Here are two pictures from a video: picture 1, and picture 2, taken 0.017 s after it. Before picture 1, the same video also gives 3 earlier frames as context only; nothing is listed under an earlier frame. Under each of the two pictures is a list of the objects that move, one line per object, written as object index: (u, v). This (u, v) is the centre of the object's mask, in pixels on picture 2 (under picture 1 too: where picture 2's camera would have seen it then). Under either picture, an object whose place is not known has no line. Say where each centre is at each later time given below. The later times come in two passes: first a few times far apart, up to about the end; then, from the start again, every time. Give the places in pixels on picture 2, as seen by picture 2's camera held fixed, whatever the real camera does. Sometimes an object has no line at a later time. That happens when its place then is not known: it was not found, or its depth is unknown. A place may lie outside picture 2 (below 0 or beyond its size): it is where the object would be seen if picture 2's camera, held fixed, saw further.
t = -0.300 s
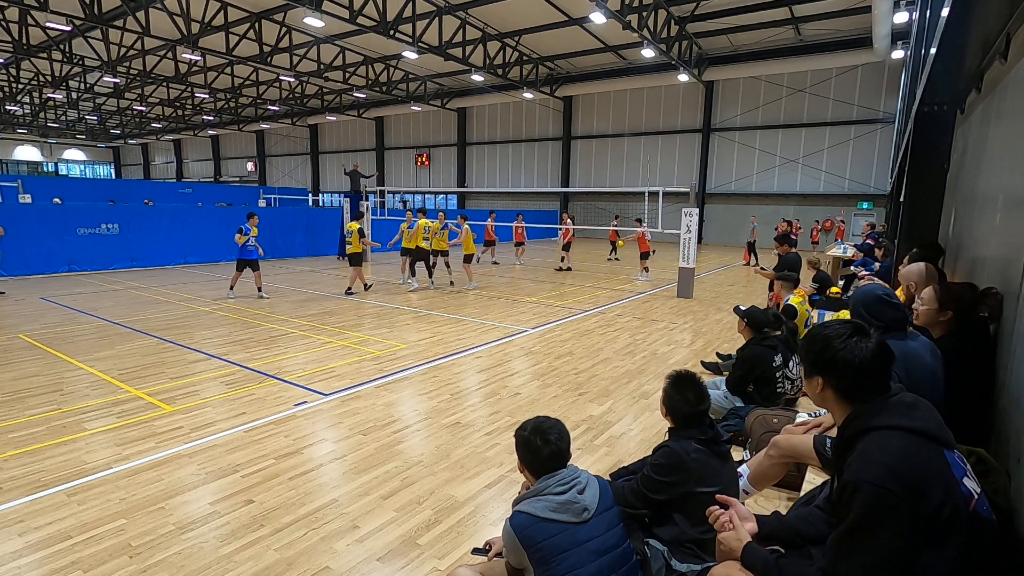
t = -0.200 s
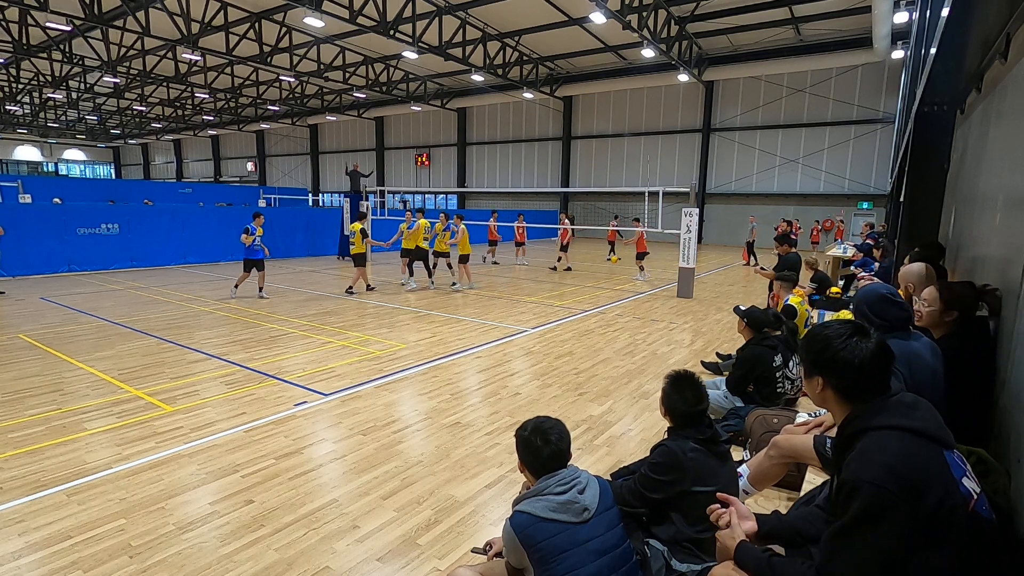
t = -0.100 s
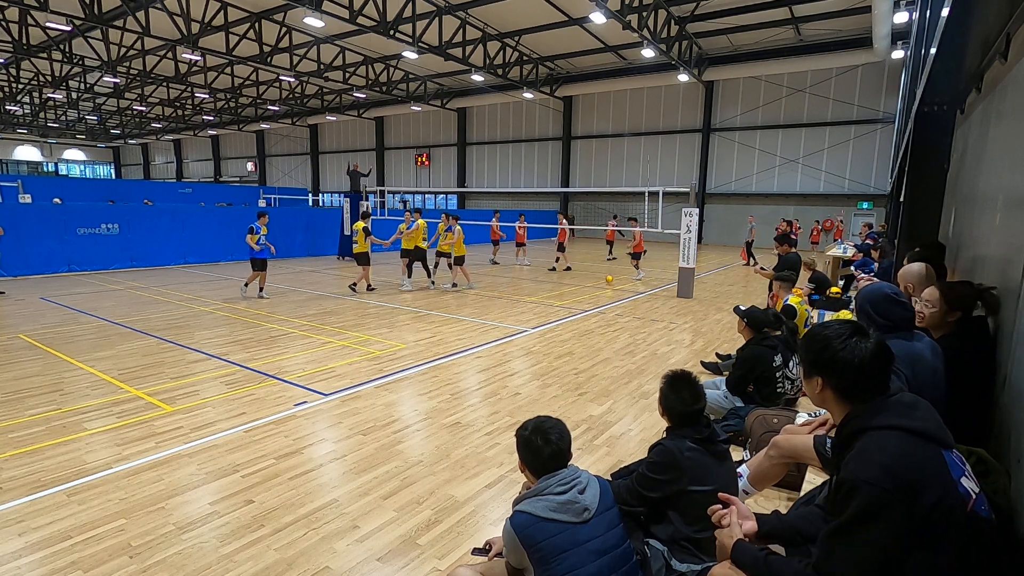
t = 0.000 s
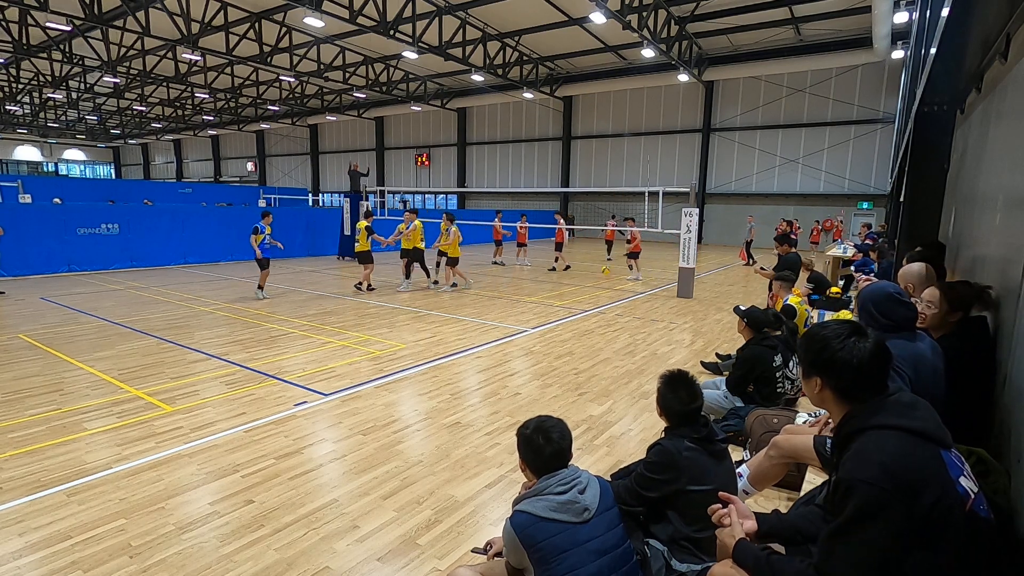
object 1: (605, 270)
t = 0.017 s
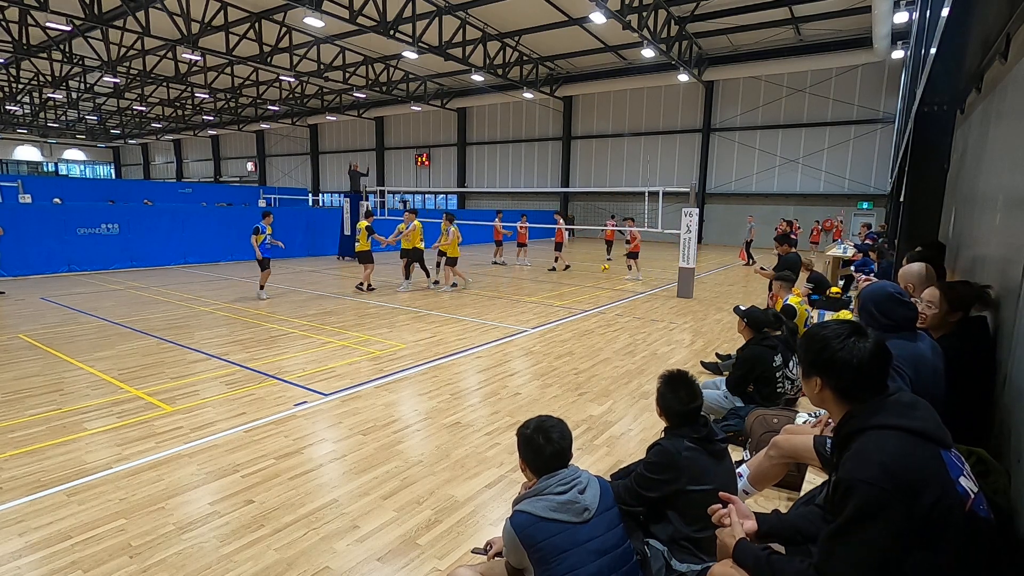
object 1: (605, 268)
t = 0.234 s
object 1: (595, 253)
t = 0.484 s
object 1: (582, 259)
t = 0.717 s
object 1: (566, 294)
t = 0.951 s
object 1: (552, 284)
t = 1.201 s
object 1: (533, 284)
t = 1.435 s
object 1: (512, 321)
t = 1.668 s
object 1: (488, 315)
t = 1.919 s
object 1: (456, 330)
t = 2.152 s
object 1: (420, 363)
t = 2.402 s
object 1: (370, 374)
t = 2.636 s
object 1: (311, 414)
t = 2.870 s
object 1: (232, 445)
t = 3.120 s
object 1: (113, 499)
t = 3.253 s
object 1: (27, 548)
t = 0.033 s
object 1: (604, 266)
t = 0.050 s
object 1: (604, 265)
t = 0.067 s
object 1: (603, 263)
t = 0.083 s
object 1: (601, 261)
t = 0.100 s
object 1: (601, 260)
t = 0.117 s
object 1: (601, 258)
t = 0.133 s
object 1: (600, 258)
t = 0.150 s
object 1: (599, 257)
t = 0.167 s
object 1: (598, 256)
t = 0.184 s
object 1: (598, 254)
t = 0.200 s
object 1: (597, 254)
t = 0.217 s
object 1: (596, 253)
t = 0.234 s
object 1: (595, 253)
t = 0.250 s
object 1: (595, 252)
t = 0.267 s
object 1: (594, 252)
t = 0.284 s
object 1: (593, 252)
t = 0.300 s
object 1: (592, 252)
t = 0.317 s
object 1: (591, 251)
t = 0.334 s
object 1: (591, 252)
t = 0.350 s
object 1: (590, 253)
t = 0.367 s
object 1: (589, 252)
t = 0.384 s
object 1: (587, 253)
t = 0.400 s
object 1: (587, 254)
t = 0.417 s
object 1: (586, 254)
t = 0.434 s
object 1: (585, 256)
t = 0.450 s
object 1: (584, 256)
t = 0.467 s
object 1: (583, 257)
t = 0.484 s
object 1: (582, 259)
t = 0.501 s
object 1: (581, 261)
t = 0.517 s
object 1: (580, 262)
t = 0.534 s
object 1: (578, 264)
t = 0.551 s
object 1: (578, 266)
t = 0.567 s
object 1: (577, 268)
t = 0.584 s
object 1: (575, 271)
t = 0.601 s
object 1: (574, 273)
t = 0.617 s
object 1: (573, 275)
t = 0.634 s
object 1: (572, 278)
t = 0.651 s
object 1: (571, 281)
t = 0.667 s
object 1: (570, 284)
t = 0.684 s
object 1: (569, 287)
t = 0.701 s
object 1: (568, 290)
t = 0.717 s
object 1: (566, 294)
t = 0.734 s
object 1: (565, 298)
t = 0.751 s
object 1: (564, 302)
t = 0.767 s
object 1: (563, 303)
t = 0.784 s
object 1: (562, 301)
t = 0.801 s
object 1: (561, 298)
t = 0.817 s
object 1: (560, 296)
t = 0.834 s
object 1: (558, 295)
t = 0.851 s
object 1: (558, 292)
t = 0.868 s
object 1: (557, 290)
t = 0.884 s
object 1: (556, 289)
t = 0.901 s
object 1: (555, 287)
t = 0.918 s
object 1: (554, 285)
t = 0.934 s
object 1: (553, 284)
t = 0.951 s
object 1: (552, 284)
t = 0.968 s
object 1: (551, 282)
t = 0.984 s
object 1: (549, 281)
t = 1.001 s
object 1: (548, 281)
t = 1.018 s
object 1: (547, 280)
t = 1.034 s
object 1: (545, 279)
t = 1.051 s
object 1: (544, 279)
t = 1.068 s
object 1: (544, 279)
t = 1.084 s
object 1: (542, 279)
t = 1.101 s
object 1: (541, 279)
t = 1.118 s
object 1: (540, 280)
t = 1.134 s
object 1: (539, 280)
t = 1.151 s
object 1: (537, 281)
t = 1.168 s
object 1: (535, 282)
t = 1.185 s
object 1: (534, 283)
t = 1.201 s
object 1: (533, 284)
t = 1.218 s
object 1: (531, 285)
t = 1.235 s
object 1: (530, 287)
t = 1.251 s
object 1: (529, 288)
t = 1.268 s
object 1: (527, 291)
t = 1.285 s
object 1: (526, 293)
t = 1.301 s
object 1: (525, 295)
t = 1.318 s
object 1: (522, 297)
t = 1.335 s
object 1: (521, 301)
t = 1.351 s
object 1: (519, 303)
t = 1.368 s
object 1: (517, 305)
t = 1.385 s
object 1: (517, 309)
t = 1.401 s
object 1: (515, 313)
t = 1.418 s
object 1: (514, 317)
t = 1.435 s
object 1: (512, 321)
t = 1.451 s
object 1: (510, 326)
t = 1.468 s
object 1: (508, 330)
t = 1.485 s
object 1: (507, 332)
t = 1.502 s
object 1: (505, 330)
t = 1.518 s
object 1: (504, 327)
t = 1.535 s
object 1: (502, 325)
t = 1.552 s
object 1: (500, 323)
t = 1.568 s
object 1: (498, 322)
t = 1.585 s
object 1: (497, 320)
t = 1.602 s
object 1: (495, 318)
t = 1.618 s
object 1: (493, 318)
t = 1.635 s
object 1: (492, 316)
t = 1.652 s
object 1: (490, 315)
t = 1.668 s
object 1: (488, 315)
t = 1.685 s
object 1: (486, 315)
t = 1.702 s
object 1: (484, 314)
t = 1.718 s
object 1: (482, 314)
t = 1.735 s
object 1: (480, 314)
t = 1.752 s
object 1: (478, 315)
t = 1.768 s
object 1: (476, 315)
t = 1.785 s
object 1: (474, 315)
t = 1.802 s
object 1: (472, 317)
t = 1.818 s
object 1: (470, 318)
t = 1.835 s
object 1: (467, 319)
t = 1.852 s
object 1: (465, 321)
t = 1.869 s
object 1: (463, 324)
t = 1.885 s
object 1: (460, 326)
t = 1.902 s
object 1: (458, 328)
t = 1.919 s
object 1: (456, 330)
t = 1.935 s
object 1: (454, 333)
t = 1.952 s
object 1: (451, 336)
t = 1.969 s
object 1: (449, 339)
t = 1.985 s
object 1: (446, 344)
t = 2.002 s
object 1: (444, 348)
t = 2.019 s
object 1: (441, 352)
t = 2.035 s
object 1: (439, 357)
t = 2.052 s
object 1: (436, 362)
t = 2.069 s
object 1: (434, 367)
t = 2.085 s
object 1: (431, 369)
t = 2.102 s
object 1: (428, 367)
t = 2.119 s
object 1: (425, 366)
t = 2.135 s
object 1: (423, 364)
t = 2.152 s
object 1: (420, 363)
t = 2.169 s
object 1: (417, 362)
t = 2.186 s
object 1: (413, 362)
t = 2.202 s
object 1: (410, 361)
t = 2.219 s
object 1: (407, 360)
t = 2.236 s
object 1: (405, 360)
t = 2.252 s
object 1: (401, 361)
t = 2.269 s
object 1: (398, 361)
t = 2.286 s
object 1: (395, 361)
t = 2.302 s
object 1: (391, 362)
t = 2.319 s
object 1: (388, 364)
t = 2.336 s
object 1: (385, 365)
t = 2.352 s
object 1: (381, 367)
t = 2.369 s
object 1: (378, 370)
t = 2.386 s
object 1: (373, 371)
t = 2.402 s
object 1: (370, 374)
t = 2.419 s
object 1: (366, 377)
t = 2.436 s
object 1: (362, 381)
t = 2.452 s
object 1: (359, 384)
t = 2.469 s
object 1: (355, 388)
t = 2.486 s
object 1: (351, 392)
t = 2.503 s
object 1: (346, 398)
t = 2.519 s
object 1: (343, 403)
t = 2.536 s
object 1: (338, 409)
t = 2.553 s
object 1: (334, 415)
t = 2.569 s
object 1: (329, 419)
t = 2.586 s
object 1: (325, 417)
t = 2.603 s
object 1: (320, 416)
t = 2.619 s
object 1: (316, 415)
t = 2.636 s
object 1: (311, 414)
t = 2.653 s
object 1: (306, 414)
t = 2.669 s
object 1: (301, 414)
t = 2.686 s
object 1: (296, 415)
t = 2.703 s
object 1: (290, 416)
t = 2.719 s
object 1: (285, 417)
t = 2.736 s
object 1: (279, 418)
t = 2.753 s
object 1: (274, 421)
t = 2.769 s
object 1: (268, 423)
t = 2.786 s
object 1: (262, 425)
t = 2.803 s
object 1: (257, 429)
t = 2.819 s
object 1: (250, 433)
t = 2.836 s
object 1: (244, 437)
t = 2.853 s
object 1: (238, 441)
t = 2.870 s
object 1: (232, 445)
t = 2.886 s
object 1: (225, 450)
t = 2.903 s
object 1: (218, 457)
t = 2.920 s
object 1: (212, 463)
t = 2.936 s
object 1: (204, 471)
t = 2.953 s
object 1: (198, 479)
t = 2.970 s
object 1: (190, 487)
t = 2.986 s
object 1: (183, 488)
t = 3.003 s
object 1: (175, 487)
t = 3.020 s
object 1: (167, 488)
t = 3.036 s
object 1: (158, 488)
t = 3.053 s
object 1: (149, 489)
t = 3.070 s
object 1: (141, 491)
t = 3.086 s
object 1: (132, 493)
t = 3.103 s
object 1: (122, 496)
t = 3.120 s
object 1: (113, 499)
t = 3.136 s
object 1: (103, 503)
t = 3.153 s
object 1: (93, 508)
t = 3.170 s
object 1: (83, 513)
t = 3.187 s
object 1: (72, 518)
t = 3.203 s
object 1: (61, 525)
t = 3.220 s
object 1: (49, 532)
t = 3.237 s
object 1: (39, 539)
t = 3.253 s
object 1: (27, 548)
